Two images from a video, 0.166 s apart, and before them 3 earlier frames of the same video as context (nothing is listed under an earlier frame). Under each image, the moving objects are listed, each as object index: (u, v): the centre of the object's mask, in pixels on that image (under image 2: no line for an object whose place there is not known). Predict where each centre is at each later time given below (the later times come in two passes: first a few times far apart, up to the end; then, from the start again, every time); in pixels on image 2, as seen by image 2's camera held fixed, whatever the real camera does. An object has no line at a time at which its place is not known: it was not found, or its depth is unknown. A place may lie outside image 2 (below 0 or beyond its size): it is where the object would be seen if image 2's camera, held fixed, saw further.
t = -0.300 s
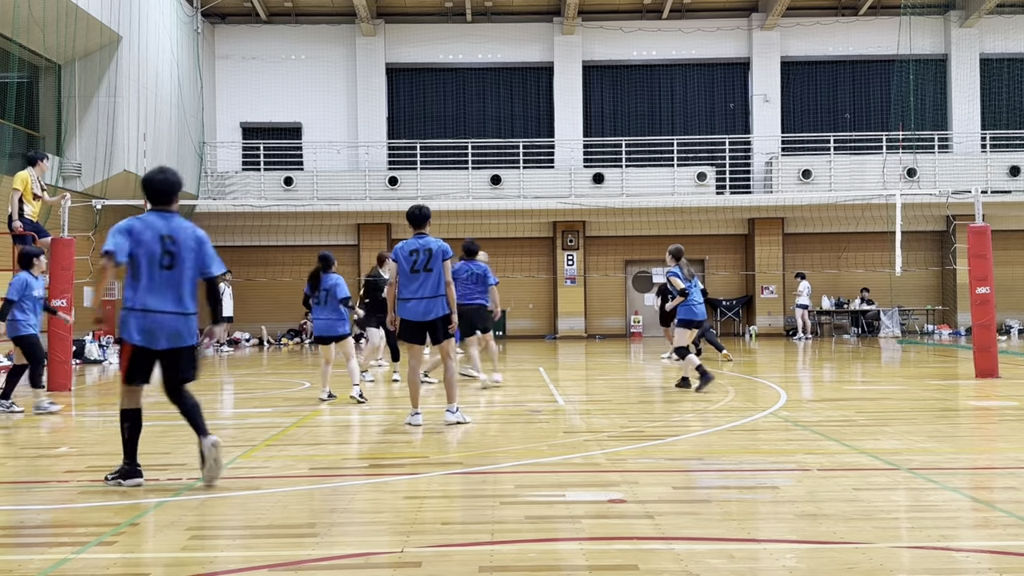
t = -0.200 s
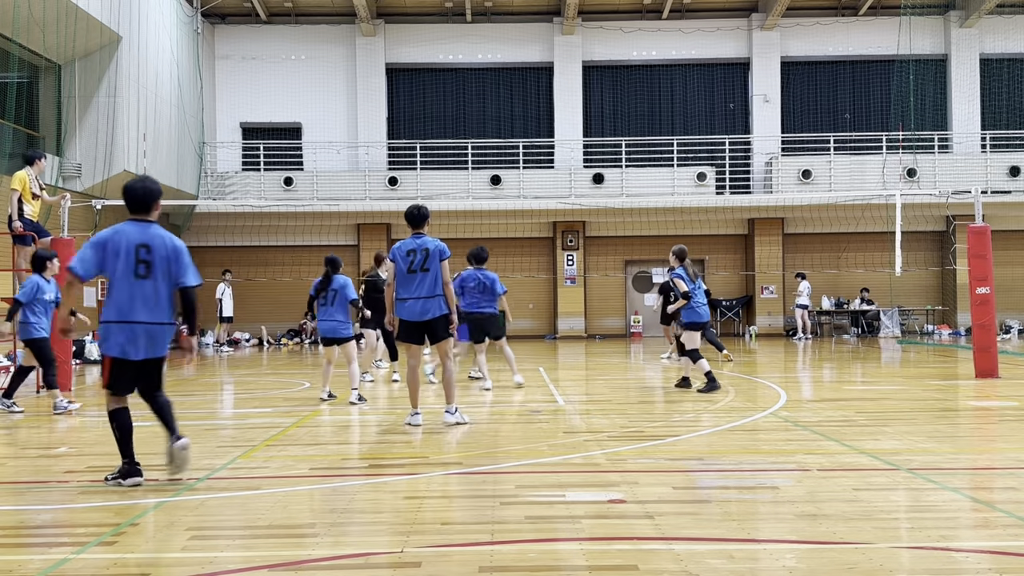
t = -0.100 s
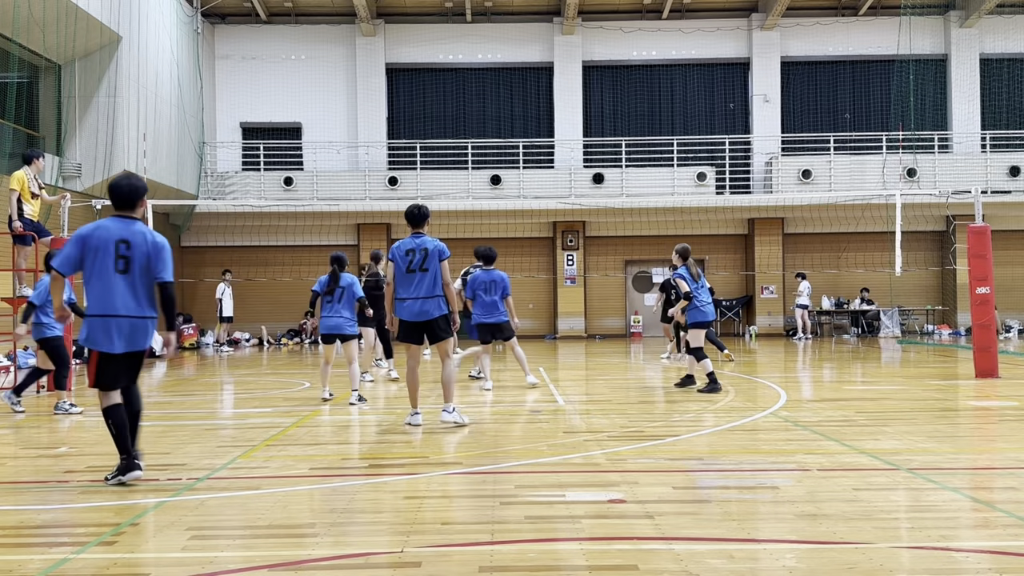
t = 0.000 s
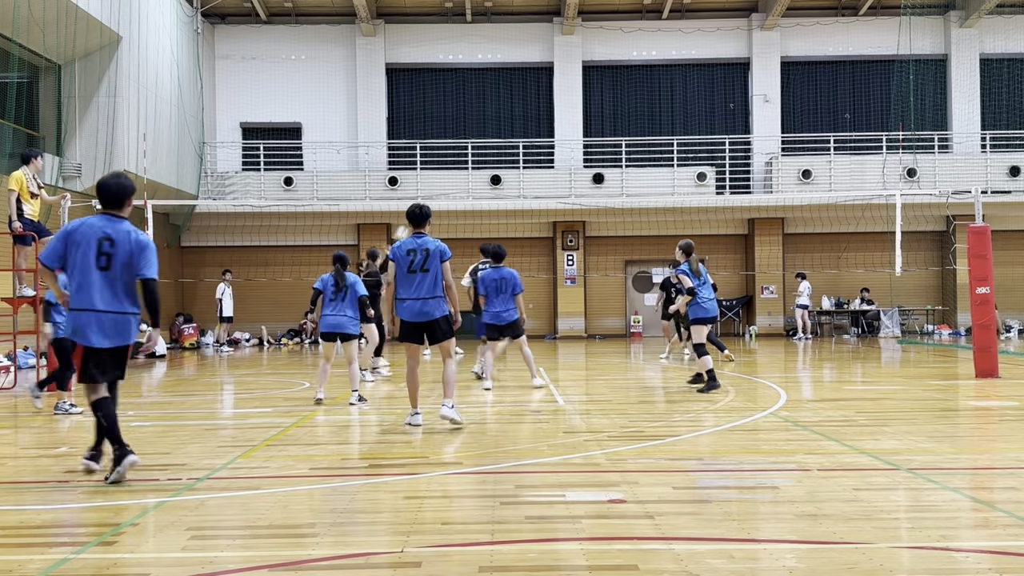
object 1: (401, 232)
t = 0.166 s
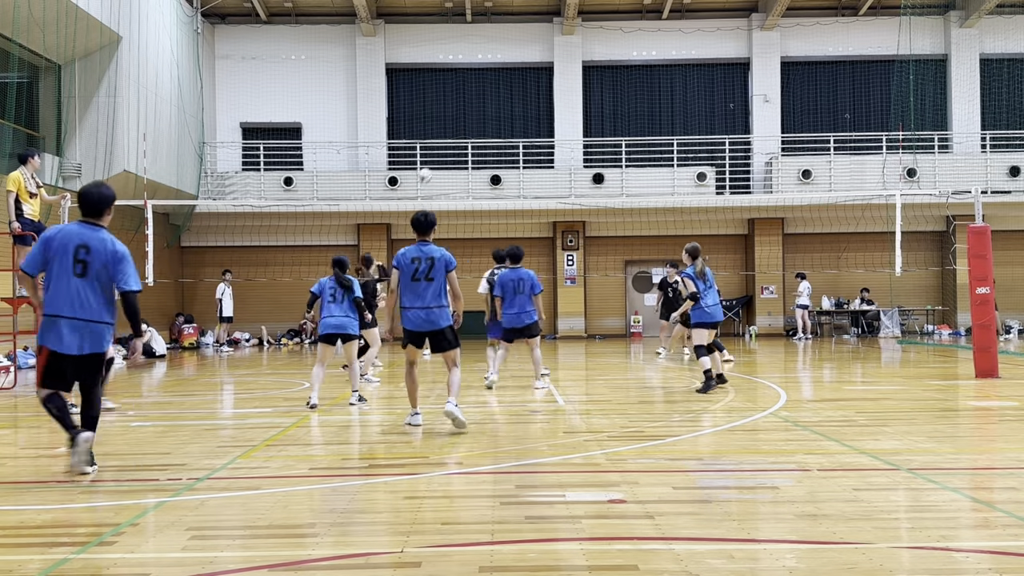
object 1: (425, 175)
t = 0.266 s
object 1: (438, 149)
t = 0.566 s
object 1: (481, 109)
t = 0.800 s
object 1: (516, 117)
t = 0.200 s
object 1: (429, 166)
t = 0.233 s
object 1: (433, 157)
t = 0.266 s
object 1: (438, 149)
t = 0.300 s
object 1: (443, 141)
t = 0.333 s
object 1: (448, 135)
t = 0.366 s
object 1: (452, 130)
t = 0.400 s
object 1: (457, 124)
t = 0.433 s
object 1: (462, 119)
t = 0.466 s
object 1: (465, 115)
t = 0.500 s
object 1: (471, 112)
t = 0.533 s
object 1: (476, 110)
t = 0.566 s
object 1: (481, 109)
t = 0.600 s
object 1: (486, 107)
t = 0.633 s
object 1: (491, 107)
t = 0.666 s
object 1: (496, 108)
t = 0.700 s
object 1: (501, 109)
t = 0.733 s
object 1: (506, 111)
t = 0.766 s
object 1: (511, 114)
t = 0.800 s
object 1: (516, 117)
